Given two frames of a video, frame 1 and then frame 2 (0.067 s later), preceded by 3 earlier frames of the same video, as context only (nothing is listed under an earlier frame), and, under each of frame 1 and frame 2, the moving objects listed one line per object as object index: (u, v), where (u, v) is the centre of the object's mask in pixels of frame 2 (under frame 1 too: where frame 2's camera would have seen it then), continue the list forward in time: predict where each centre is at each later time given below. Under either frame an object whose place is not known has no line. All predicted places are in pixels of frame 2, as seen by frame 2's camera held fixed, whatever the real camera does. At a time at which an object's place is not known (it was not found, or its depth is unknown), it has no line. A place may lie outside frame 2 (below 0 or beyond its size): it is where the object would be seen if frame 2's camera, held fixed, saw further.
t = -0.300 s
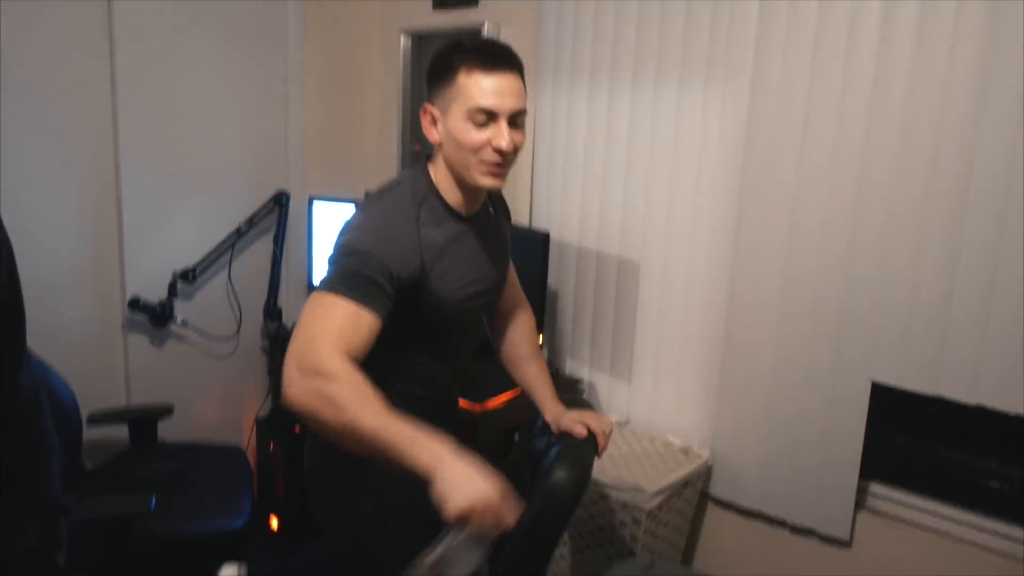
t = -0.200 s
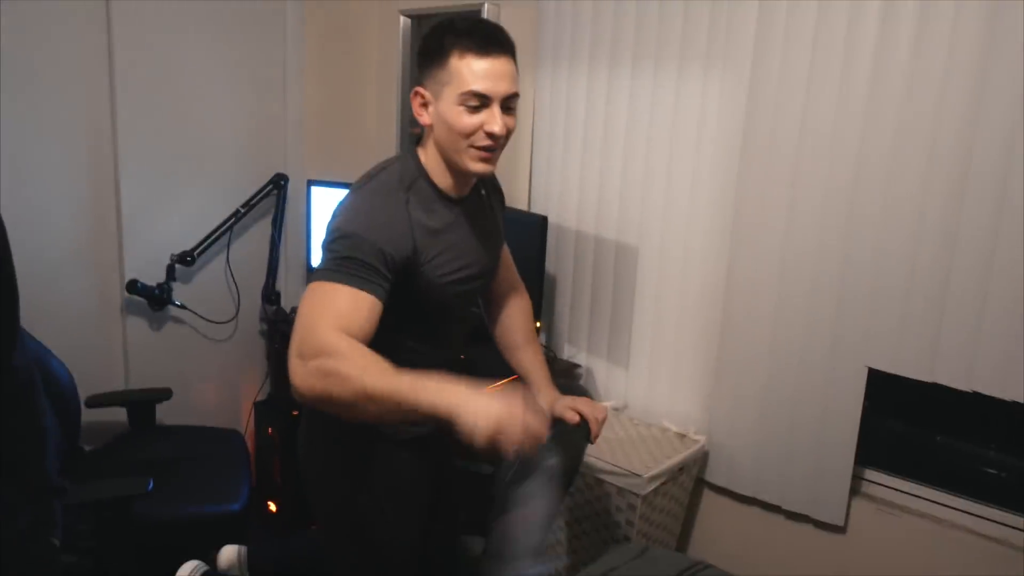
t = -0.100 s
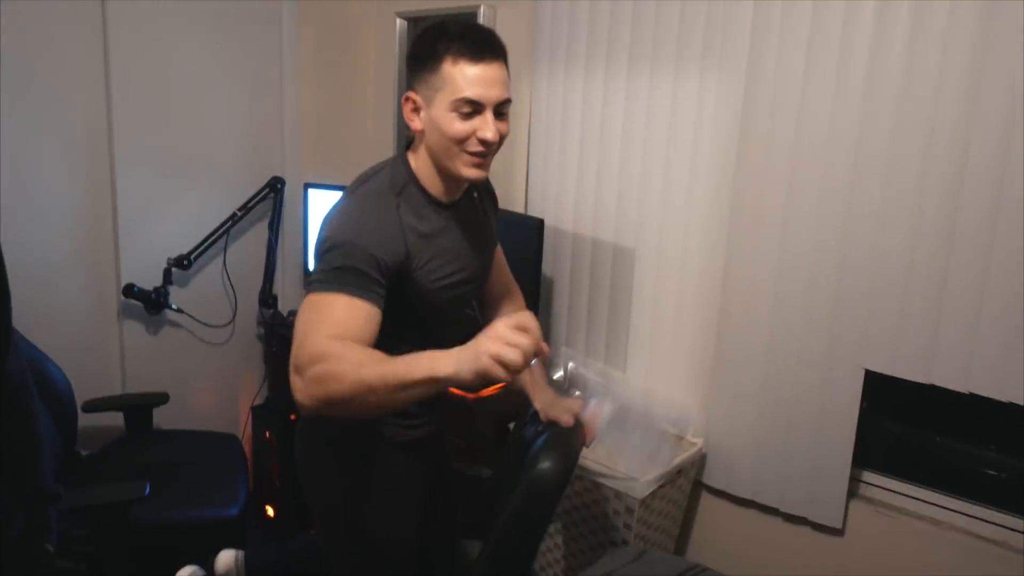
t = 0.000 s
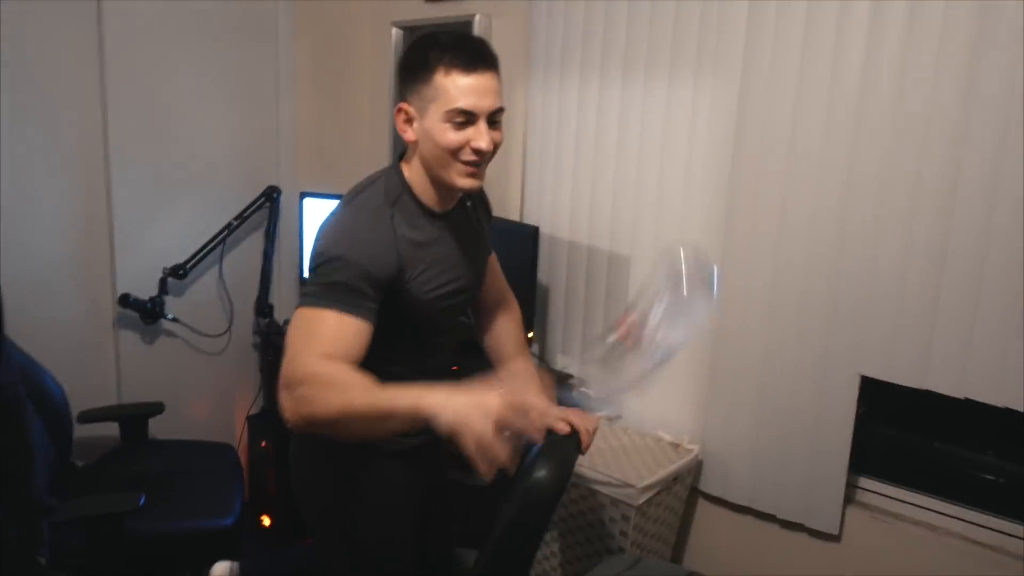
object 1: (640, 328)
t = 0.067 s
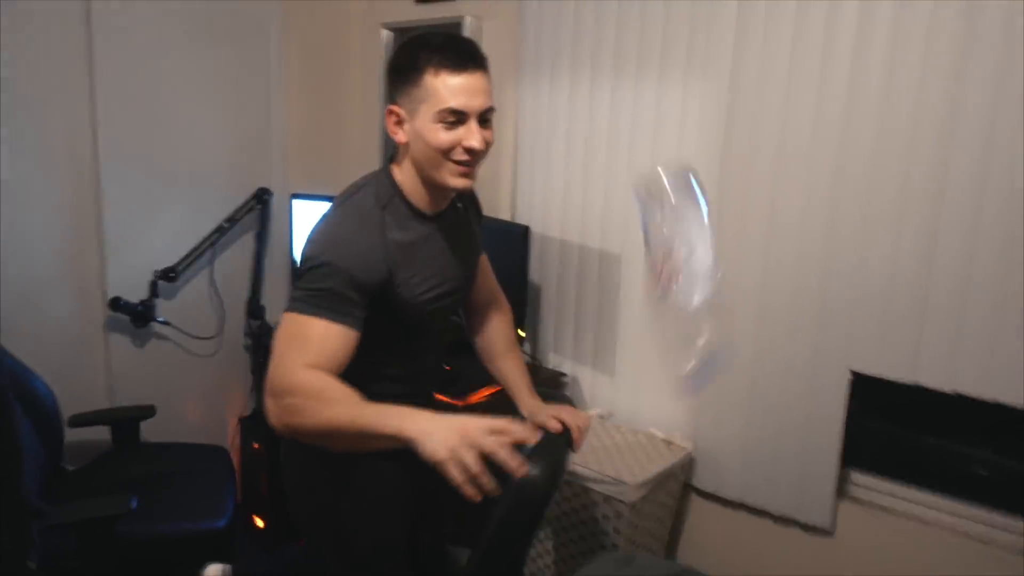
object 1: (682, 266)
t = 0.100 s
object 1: (697, 241)
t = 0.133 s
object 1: (706, 219)
